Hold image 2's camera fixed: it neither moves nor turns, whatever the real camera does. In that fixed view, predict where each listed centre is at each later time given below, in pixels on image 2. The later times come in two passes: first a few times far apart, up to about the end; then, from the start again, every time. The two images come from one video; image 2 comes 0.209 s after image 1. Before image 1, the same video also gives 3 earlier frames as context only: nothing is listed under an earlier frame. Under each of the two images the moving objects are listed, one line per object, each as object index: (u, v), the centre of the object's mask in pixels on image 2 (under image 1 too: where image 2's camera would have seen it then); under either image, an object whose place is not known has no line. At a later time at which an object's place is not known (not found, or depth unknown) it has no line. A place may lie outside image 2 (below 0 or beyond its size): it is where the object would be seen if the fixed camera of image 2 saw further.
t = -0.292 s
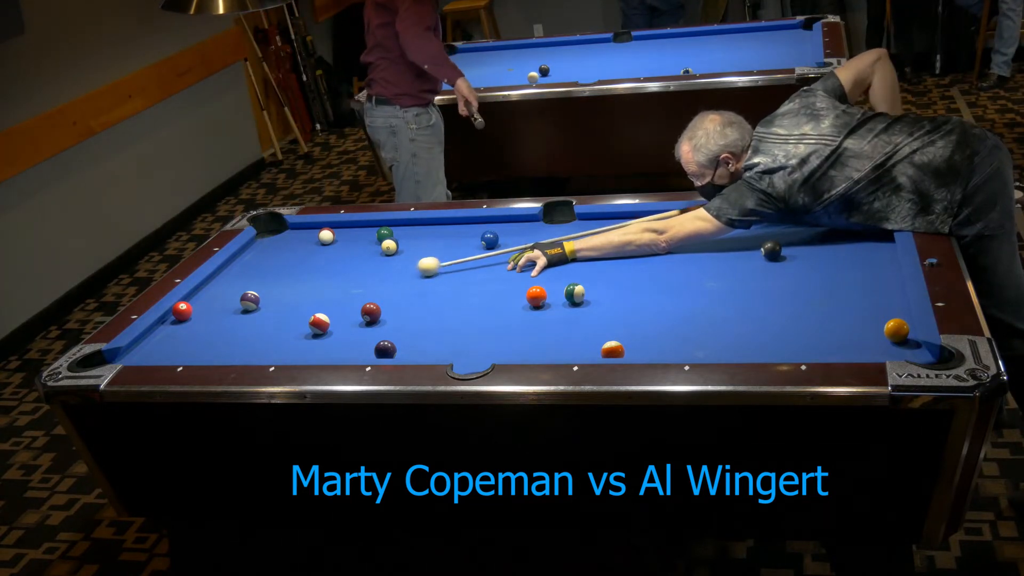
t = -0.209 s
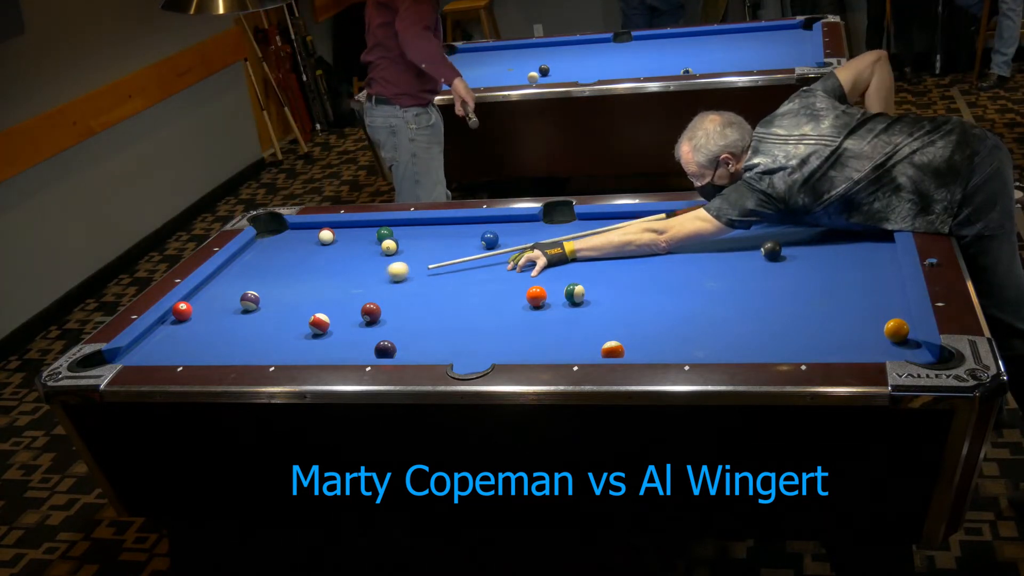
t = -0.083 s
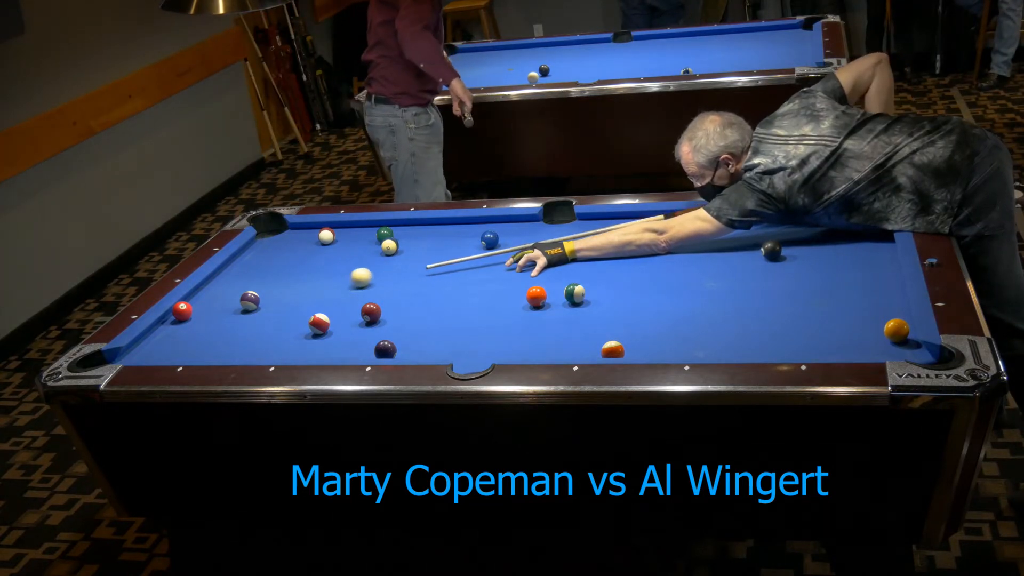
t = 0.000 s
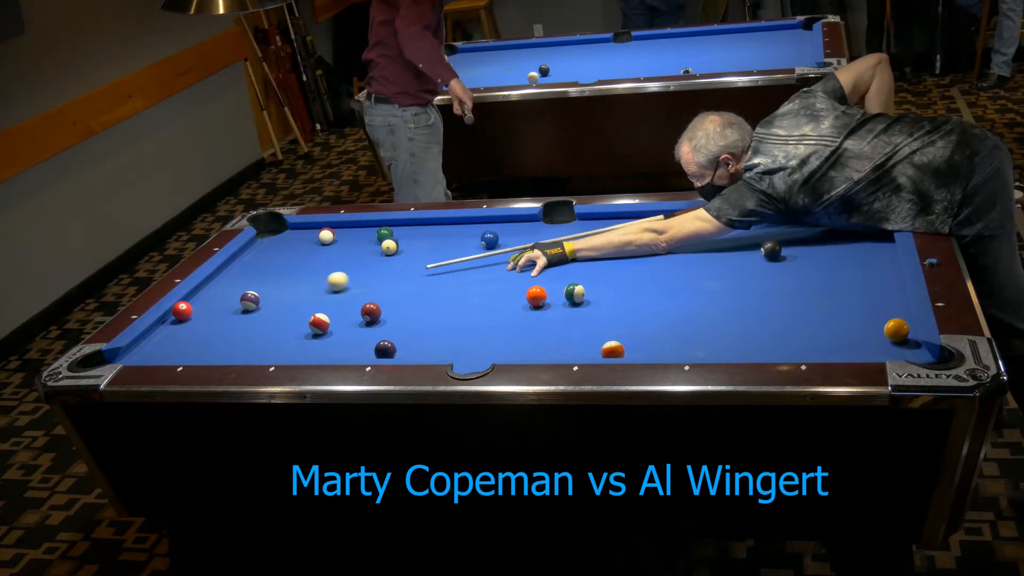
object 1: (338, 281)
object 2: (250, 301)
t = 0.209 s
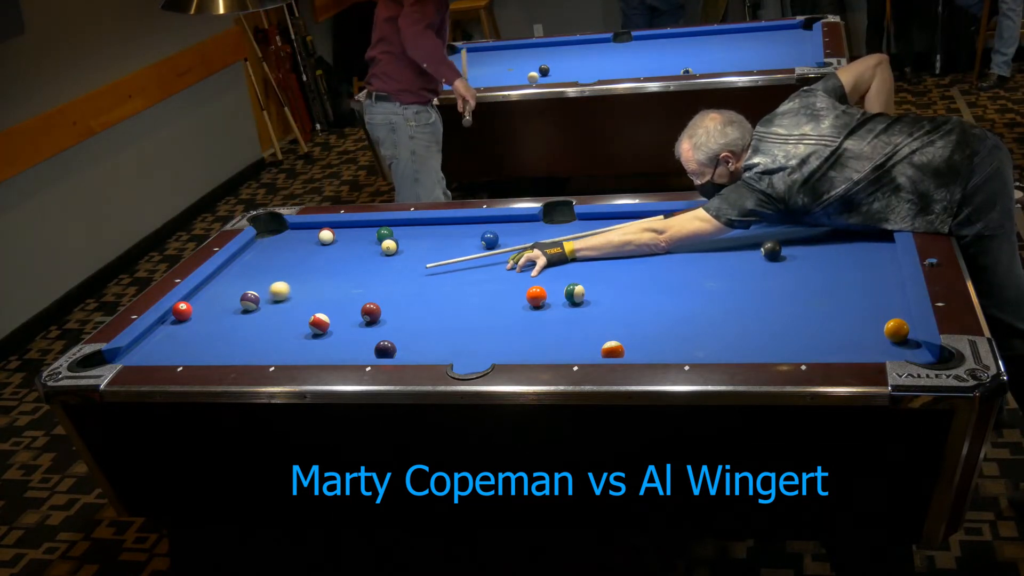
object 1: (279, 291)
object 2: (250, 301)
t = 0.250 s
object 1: (268, 293)
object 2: (250, 301)
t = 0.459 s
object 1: (238, 291)
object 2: (225, 312)
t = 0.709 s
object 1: (205, 289)
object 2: (195, 325)
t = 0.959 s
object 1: (221, 288)
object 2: (167, 337)
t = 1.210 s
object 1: (242, 286)
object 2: (139, 348)
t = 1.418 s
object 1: (258, 285)
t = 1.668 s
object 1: (275, 284)
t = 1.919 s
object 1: (290, 283)
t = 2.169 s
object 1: (304, 283)
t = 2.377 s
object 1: (314, 283)
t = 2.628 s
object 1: (325, 283)
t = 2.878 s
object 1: (333, 283)
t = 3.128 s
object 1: (340, 283)
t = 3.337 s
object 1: (345, 283)
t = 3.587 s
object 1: (349, 283)
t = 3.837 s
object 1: (353, 283)
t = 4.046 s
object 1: (353, 283)
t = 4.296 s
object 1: (353, 283)
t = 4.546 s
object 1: (353, 283)
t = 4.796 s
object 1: (353, 283)
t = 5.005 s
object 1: (353, 283)
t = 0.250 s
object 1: (268, 293)
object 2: (250, 301)
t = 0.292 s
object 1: (262, 293)
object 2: (245, 303)
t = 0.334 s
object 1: (256, 292)
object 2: (239, 306)
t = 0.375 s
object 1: (250, 292)
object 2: (234, 308)
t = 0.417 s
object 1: (244, 292)
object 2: (230, 309)
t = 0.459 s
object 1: (238, 291)
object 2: (225, 312)
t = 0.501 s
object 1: (233, 291)
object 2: (220, 314)
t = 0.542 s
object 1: (227, 290)
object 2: (215, 316)
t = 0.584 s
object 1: (221, 290)
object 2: (210, 318)
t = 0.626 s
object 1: (216, 290)
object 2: (205, 320)
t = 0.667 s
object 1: (210, 290)
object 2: (200, 322)
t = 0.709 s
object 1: (205, 289)
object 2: (195, 325)
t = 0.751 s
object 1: (203, 289)
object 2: (190, 326)
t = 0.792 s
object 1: (207, 289)
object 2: (186, 328)
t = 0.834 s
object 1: (211, 288)
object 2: (181, 330)
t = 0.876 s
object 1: (214, 288)
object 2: (176, 333)
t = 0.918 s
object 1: (218, 288)
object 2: (172, 335)
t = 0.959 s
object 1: (221, 288)
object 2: (167, 337)
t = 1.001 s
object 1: (225, 287)
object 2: (162, 339)
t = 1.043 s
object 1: (228, 287)
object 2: (157, 340)
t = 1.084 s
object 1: (232, 287)
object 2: (152, 343)
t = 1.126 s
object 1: (235, 286)
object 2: (148, 345)
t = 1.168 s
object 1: (239, 286)
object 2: (143, 347)
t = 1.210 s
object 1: (242, 286)
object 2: (139, 348)
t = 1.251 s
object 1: (245, 286)
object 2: (135, 350)
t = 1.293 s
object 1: (248, 286)
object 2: (130, 351)
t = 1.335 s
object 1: (252, 285)
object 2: (125, 352)
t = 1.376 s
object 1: (255, 285)
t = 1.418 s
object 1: (258, 285)
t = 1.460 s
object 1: (261, 285)
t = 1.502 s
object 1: (264, 285)
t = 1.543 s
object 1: (267, 284)
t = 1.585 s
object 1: (269, 284)
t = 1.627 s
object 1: (272, 284)
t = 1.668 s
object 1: (275, 284)
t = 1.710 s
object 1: (278, 284)
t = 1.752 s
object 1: (280, 284)
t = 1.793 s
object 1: (283, 283)
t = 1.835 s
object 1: (285, 283)
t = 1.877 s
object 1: (288, 283)
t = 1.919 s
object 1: (290, 283)
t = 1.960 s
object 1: (293, 283)
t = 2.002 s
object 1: (295, 283)
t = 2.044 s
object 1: (298, 283)
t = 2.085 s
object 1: (300, 283)
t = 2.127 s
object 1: (302, 283)
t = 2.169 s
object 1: (304, 283)
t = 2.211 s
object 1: (306, 283)
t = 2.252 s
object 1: (308, 283)
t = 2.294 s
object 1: (310, 283)
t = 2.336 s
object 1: (312, 283)
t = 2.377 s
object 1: (314, 283)
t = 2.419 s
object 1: (316, 283)
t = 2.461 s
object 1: (318, 283)
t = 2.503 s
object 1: (320, 283)
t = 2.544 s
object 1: (321, 283)
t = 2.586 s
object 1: (323, 283)
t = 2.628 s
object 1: (325, 283)
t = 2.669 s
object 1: (326, 283)
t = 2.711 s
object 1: (328, 283)
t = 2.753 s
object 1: (329, 283)
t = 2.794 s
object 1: (331, 283)
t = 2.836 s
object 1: (332, 283)
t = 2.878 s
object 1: (333, 283)
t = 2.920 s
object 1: (335, 283)
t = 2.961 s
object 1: (336, 283)
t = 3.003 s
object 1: (337, 283)
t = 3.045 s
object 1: (338, 283)
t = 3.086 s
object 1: (339, 283)
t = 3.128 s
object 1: (340, 283)
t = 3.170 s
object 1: (341, 283)
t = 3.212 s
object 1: (342, 283)
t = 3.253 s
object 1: (343, 283)
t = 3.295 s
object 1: (344, 283)
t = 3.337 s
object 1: (345, 283)
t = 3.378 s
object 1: (346, 283)
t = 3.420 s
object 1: (347, 283)
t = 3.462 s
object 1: (347, 283)
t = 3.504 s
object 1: (348, 283)
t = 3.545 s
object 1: (349, 283)
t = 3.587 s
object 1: (349, 283)
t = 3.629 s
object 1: (350, 283)
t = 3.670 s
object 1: (351, 283)
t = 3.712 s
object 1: (351, 283)
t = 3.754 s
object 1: (352, 283)
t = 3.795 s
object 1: (352, 283)
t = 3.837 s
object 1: (353, 283)
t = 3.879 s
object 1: (353, 283)
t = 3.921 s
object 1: (353, 283)
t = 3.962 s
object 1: (354, 283)
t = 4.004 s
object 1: (353, 283)
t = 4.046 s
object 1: (353, 283)
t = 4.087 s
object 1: (353, 283)
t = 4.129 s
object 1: (353, 283)
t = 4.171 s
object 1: (353, 283)
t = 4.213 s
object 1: (353, 283)
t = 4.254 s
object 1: (353, 283)
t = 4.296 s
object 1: (353, 283)
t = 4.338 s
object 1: (353, 283)
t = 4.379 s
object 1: (353, 283)
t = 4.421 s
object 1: (353, 283)
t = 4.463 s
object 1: (353, 283)
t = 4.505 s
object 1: (353, 283)
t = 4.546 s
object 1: (353, 283)
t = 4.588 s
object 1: (353, 283)
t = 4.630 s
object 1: (353, 283)
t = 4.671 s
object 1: (353, 283)
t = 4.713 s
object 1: (353, 283)
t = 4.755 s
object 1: (353, 283)
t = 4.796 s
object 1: (353, 283)
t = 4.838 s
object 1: (353, 283)
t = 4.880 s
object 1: (353, 283)
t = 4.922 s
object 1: (353, 283)
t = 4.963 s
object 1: (353, 283)
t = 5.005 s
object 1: (353, 283)
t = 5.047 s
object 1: (353, 283)
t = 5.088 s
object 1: (353, 283)
